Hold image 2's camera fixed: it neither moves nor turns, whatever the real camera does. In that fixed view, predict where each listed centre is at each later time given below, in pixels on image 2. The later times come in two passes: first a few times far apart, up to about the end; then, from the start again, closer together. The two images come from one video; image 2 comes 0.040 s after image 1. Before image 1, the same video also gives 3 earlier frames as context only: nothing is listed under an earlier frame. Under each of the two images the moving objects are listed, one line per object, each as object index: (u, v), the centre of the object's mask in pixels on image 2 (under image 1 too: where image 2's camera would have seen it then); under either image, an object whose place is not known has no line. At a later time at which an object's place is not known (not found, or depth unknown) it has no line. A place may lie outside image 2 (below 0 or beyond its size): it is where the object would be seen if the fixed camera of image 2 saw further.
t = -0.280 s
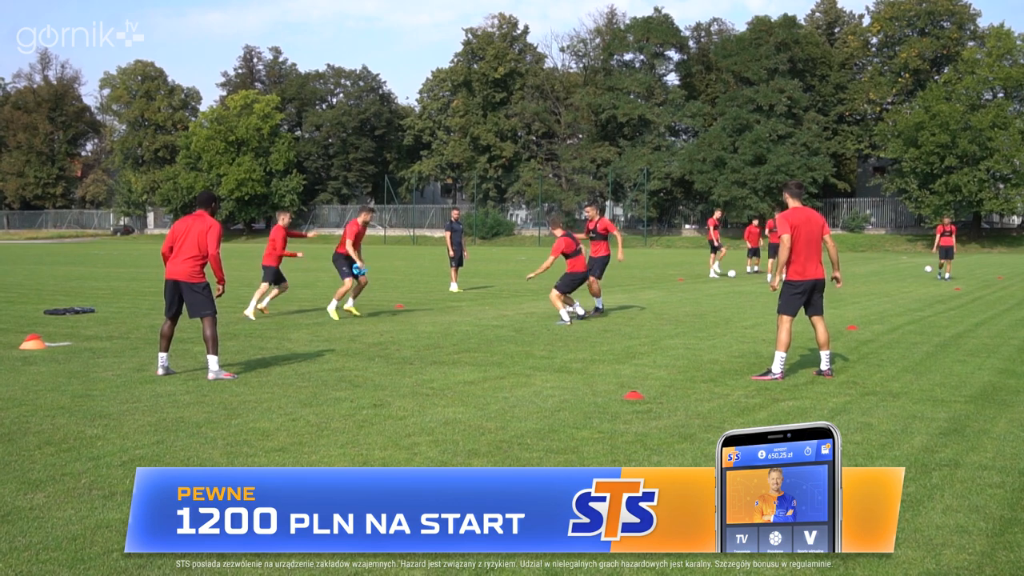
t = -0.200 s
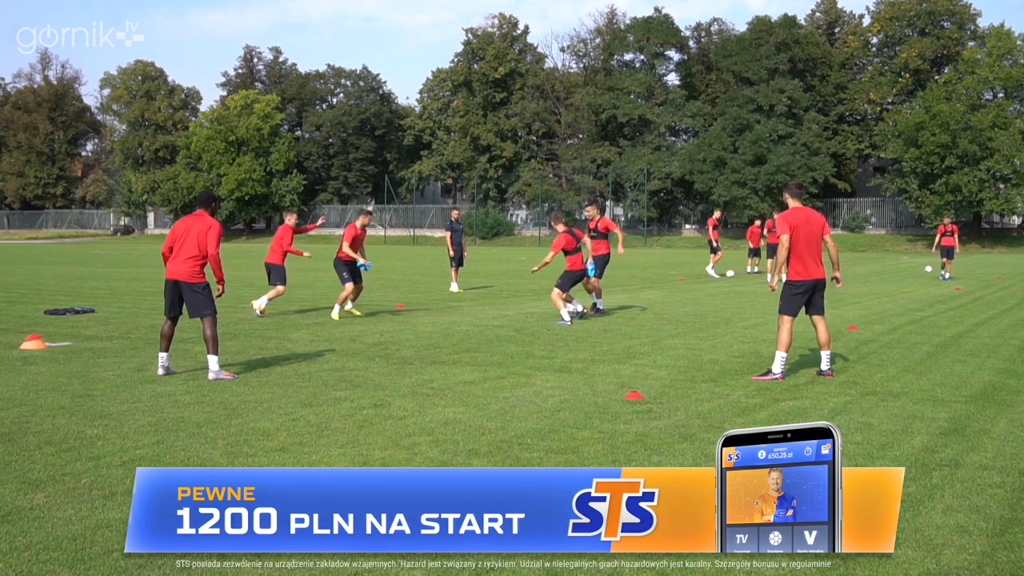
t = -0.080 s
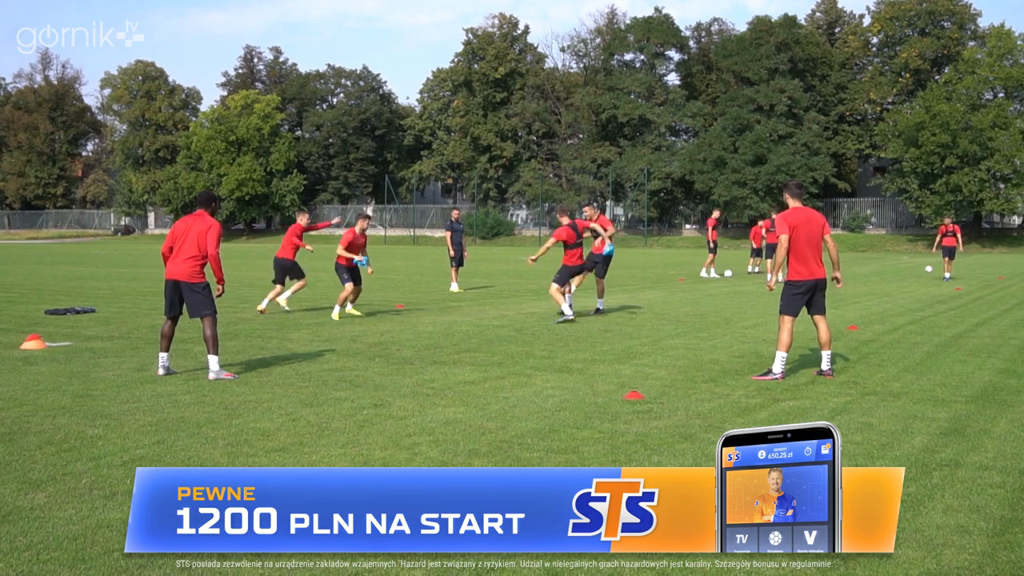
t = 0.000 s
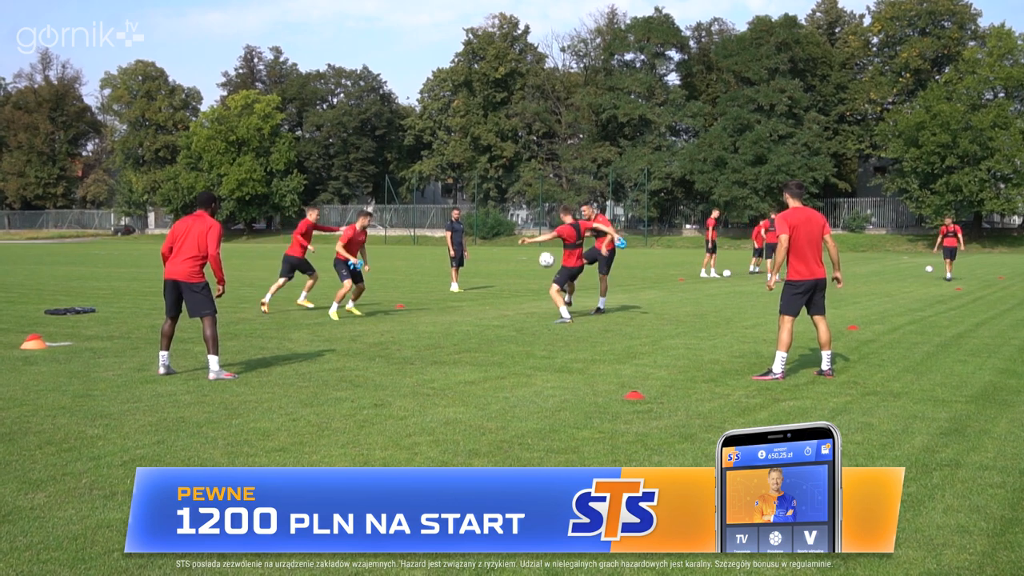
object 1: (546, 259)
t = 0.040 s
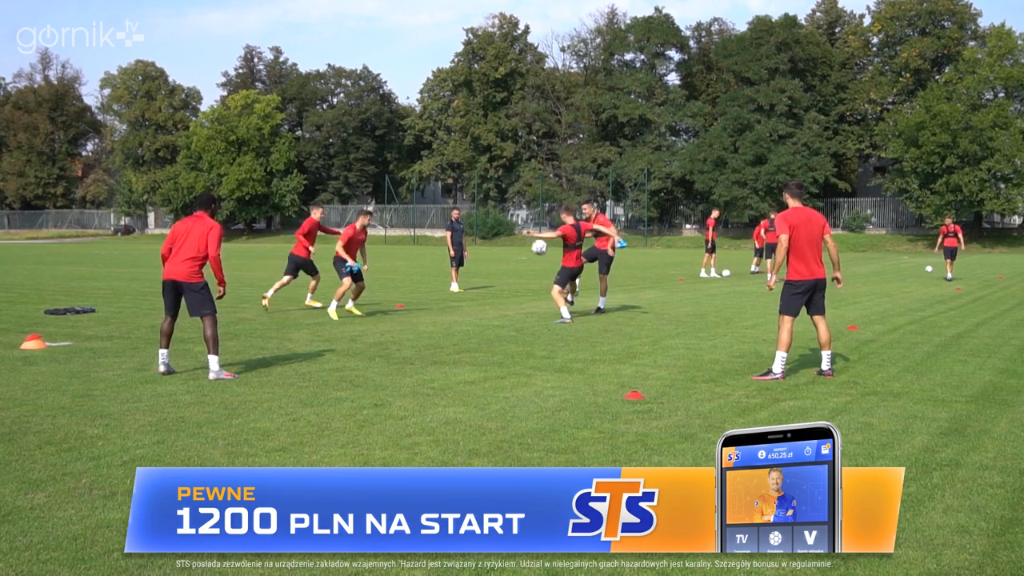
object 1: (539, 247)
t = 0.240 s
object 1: (500, 198)
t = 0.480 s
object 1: (447, 172)
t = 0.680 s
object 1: (391, 185)
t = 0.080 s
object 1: (530, 236)
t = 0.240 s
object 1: (500, 198)
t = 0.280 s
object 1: (492, 191)
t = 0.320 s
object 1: (484, 185)
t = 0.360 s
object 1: (475, 179)
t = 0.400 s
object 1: (466, 176)
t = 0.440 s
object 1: (457, 174)
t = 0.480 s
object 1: (447, 172)
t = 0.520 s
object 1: (437, 172)
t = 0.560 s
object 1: (426, 173)
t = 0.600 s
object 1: (415, 176)
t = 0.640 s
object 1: (403, 179)
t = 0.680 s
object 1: (391, 185)
